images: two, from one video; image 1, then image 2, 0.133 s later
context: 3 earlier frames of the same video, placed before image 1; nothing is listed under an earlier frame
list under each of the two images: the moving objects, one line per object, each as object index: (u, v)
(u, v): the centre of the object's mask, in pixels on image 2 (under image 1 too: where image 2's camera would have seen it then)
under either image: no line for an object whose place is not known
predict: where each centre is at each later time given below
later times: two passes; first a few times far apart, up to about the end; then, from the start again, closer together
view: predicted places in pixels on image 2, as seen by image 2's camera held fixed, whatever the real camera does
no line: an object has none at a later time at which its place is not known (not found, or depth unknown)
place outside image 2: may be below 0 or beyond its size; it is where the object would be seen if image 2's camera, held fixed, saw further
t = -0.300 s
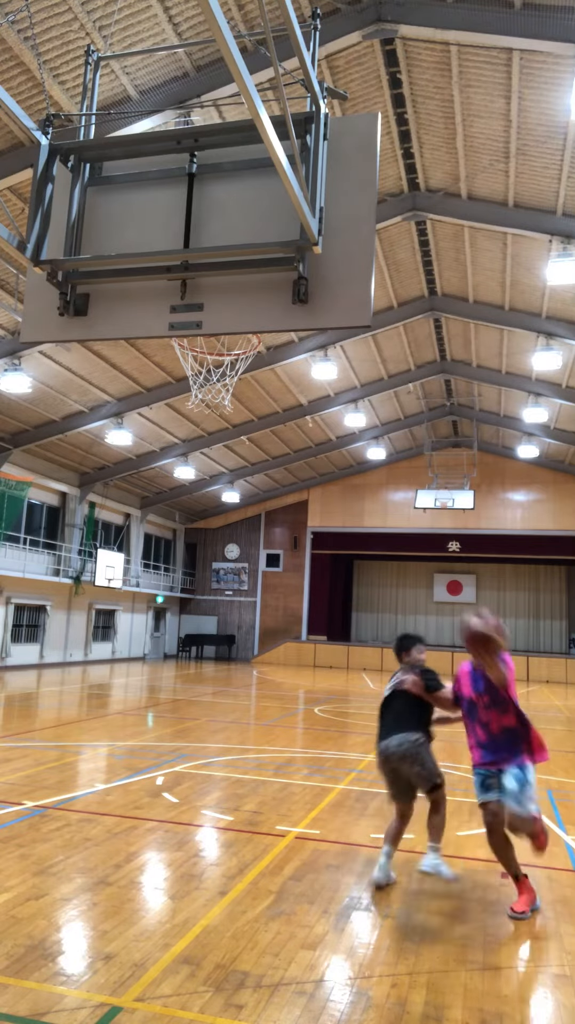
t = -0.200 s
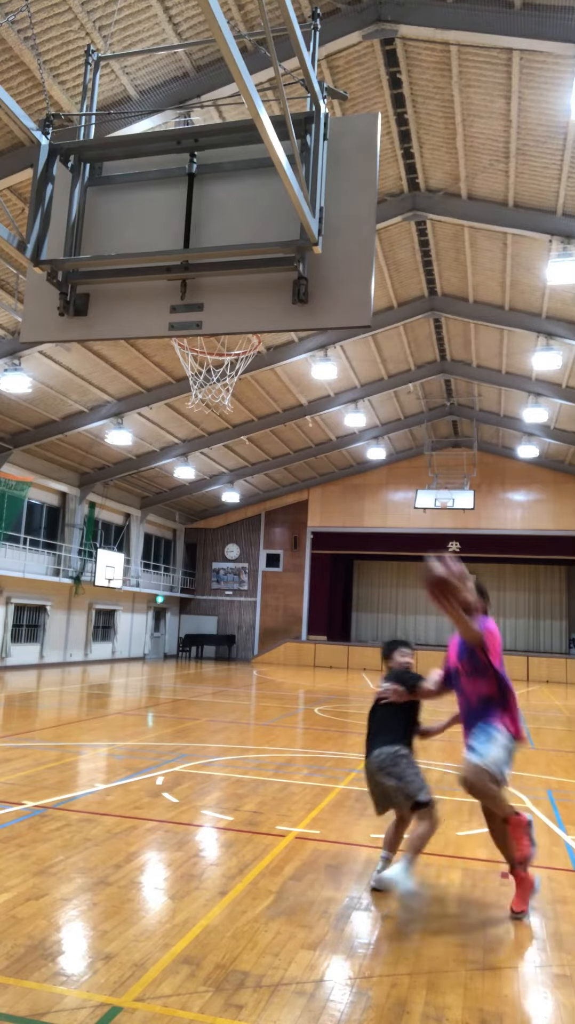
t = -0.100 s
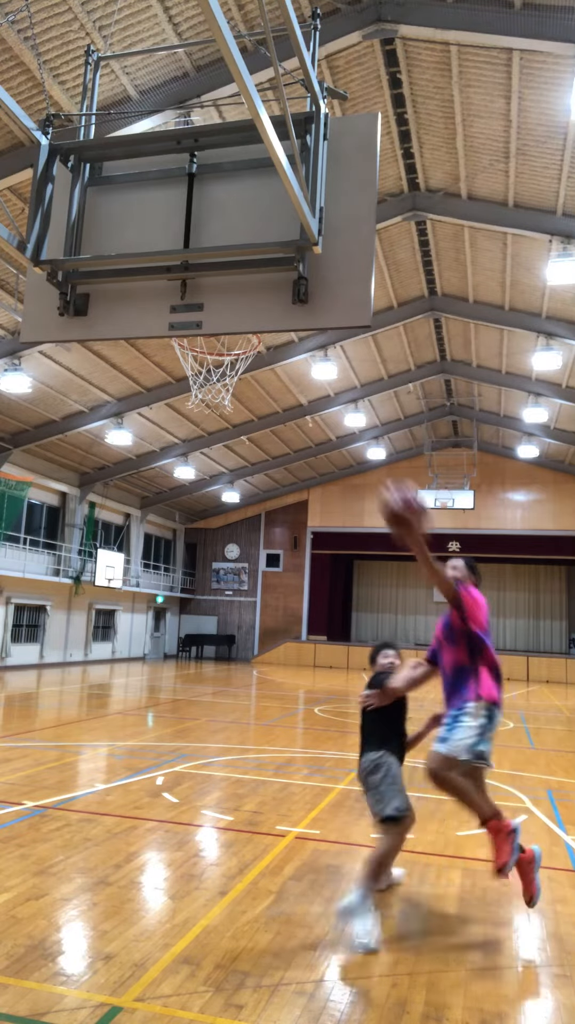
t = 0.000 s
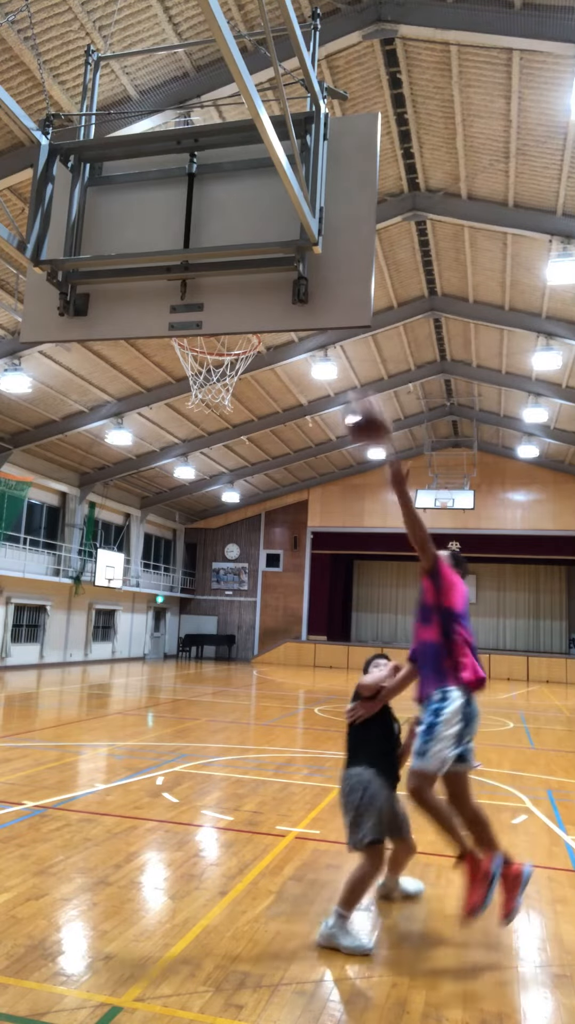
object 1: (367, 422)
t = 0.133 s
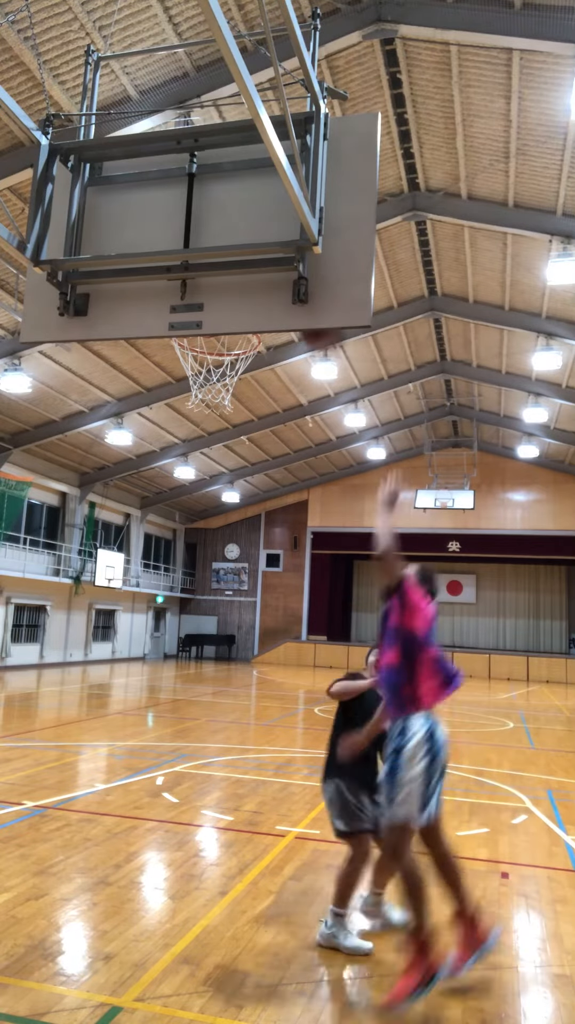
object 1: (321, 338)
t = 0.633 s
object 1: (231, 342)
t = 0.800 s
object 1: (200, 342)
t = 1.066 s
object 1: (227, 356)
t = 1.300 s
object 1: (211, 442)
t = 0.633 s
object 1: (231, 342)
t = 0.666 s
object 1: (225, 341)
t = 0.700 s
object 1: (213, 341)
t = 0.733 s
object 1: (203, 343)
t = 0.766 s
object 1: (201, 343)
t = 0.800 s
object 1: (200, 342)
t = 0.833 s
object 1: (202, 341)
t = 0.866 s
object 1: (211, 340)
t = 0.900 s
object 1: (221, 342)
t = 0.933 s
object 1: (228, 343)
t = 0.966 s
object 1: (231, 344)
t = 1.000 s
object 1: (233, 347)
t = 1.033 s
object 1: (229, 352)
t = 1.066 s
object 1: (227, 356)
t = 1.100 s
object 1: (224, 367)
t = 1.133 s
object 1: (222, 379)
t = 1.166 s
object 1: (221, 389)
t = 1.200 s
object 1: (218, 402)
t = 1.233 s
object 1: (217, 413)
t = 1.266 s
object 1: (214, 426)
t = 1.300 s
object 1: (211, 442)
